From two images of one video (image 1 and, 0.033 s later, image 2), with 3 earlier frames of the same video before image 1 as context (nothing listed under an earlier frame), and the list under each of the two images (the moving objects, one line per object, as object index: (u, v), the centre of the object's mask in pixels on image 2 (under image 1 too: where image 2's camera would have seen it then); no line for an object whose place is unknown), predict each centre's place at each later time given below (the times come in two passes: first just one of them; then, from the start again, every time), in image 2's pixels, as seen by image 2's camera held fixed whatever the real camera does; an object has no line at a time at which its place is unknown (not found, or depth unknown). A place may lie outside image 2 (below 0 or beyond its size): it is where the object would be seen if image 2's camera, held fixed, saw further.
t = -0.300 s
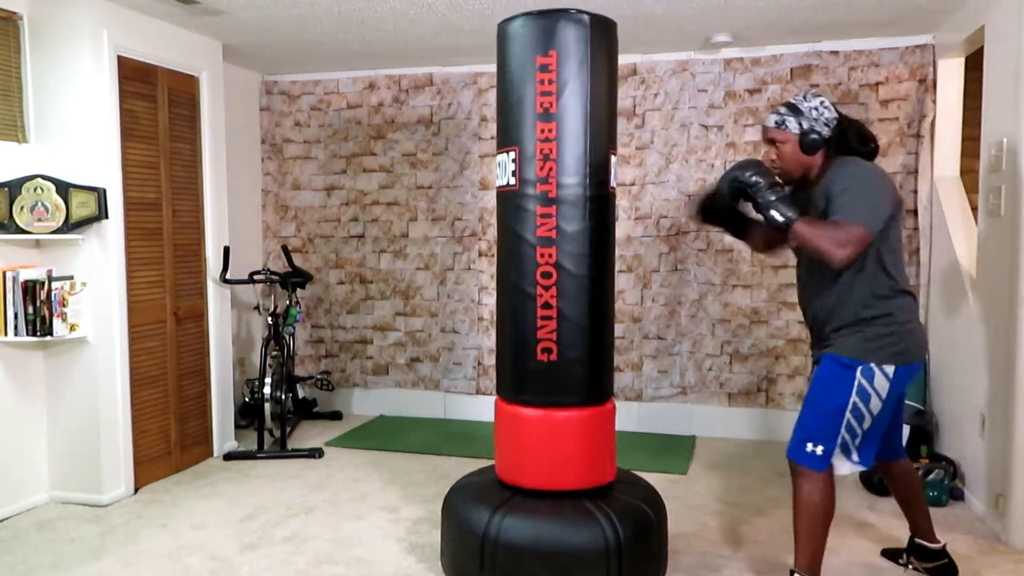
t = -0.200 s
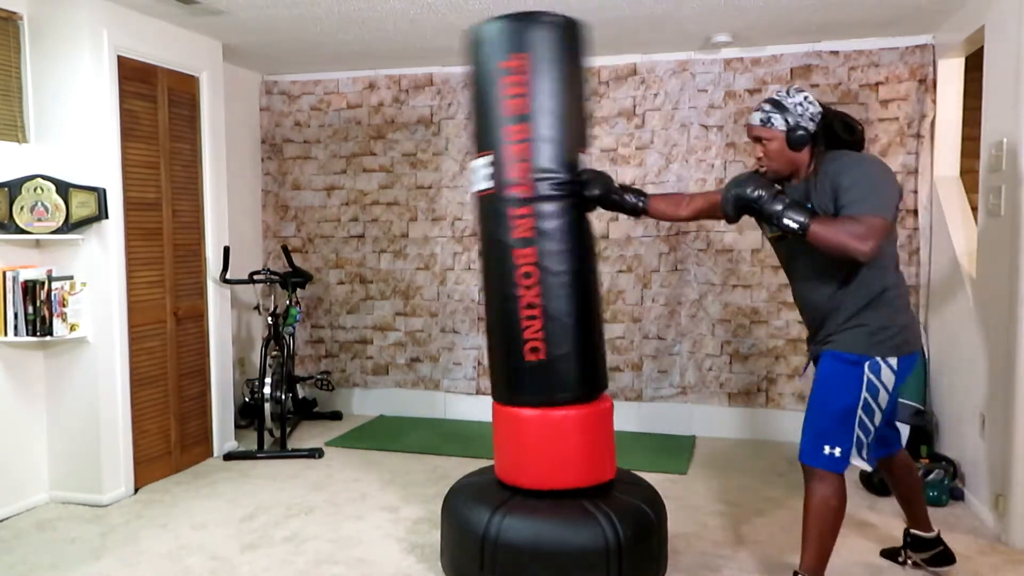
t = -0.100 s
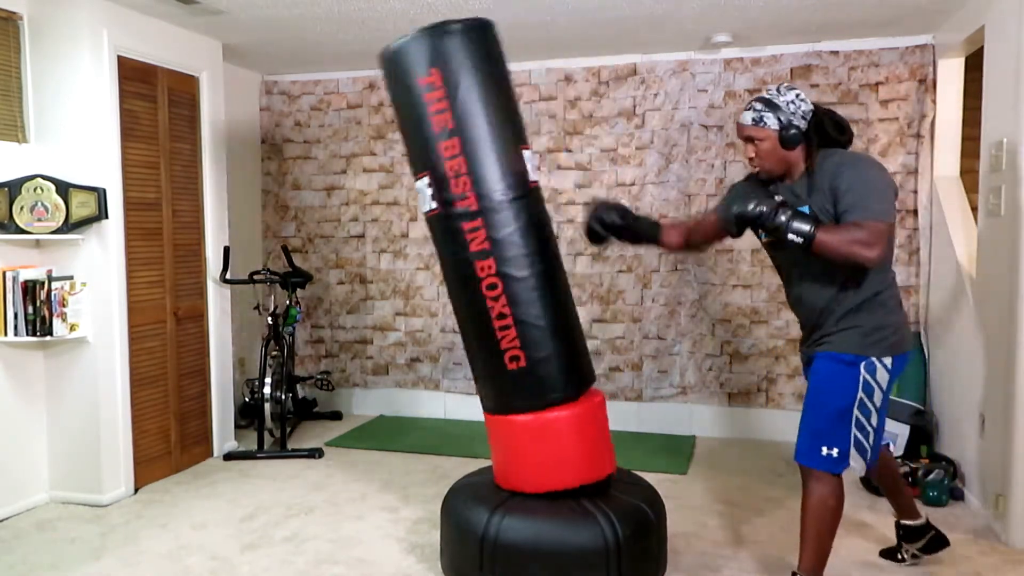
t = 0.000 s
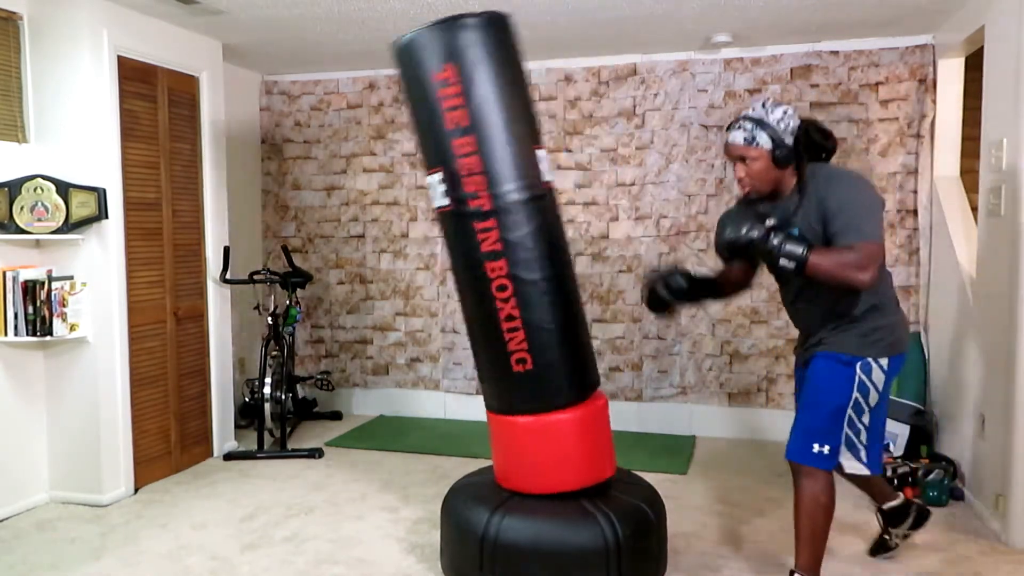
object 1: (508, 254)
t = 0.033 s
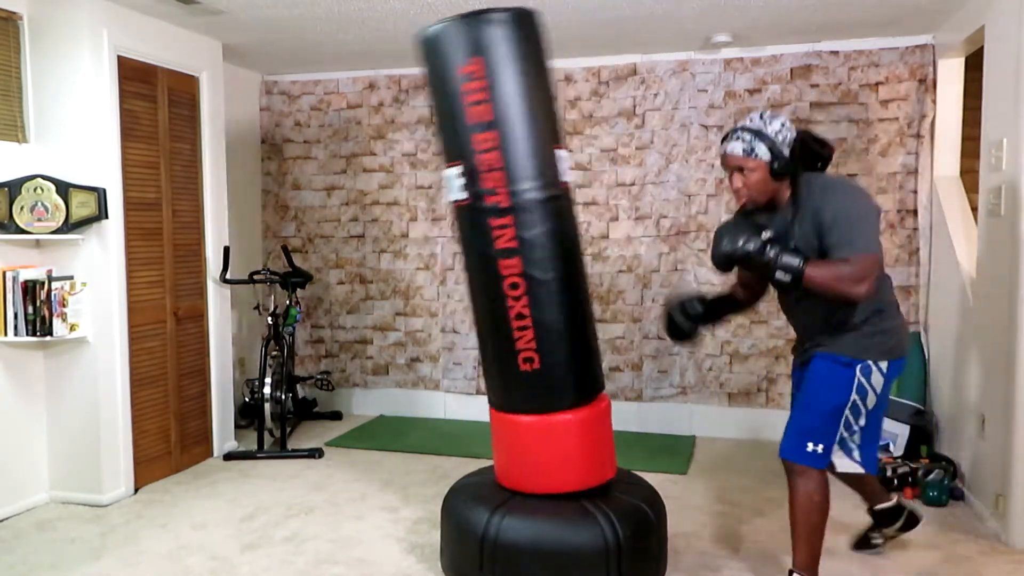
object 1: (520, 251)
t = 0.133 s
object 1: (570, 247)
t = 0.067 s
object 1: (536, 248)
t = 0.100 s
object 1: (554, 247)
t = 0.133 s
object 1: (570, 247)
